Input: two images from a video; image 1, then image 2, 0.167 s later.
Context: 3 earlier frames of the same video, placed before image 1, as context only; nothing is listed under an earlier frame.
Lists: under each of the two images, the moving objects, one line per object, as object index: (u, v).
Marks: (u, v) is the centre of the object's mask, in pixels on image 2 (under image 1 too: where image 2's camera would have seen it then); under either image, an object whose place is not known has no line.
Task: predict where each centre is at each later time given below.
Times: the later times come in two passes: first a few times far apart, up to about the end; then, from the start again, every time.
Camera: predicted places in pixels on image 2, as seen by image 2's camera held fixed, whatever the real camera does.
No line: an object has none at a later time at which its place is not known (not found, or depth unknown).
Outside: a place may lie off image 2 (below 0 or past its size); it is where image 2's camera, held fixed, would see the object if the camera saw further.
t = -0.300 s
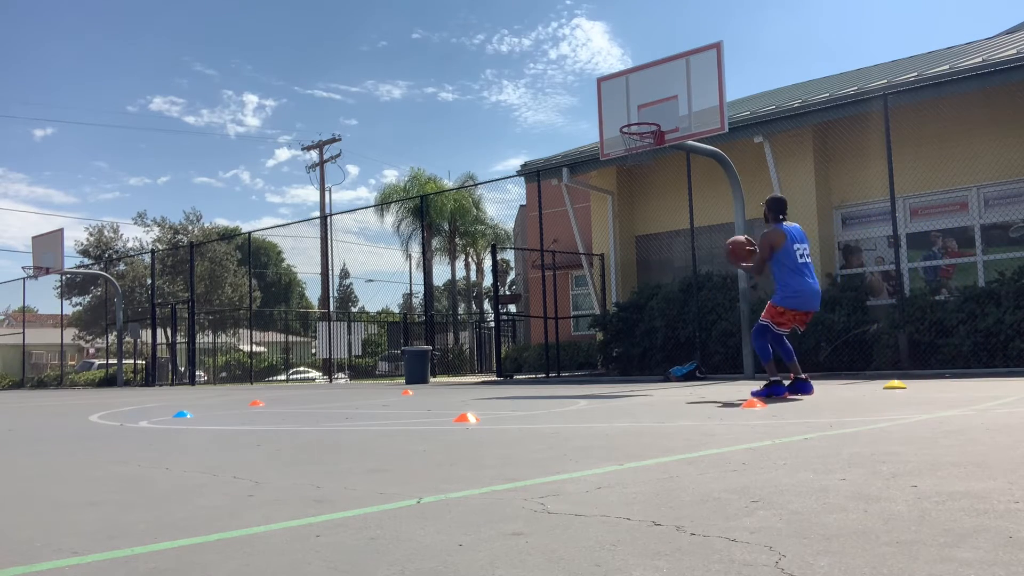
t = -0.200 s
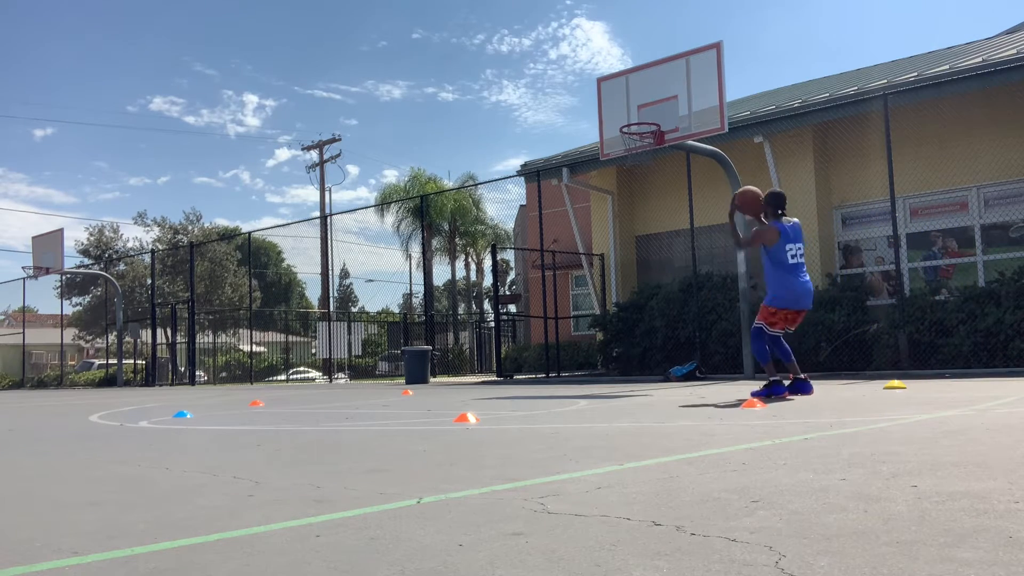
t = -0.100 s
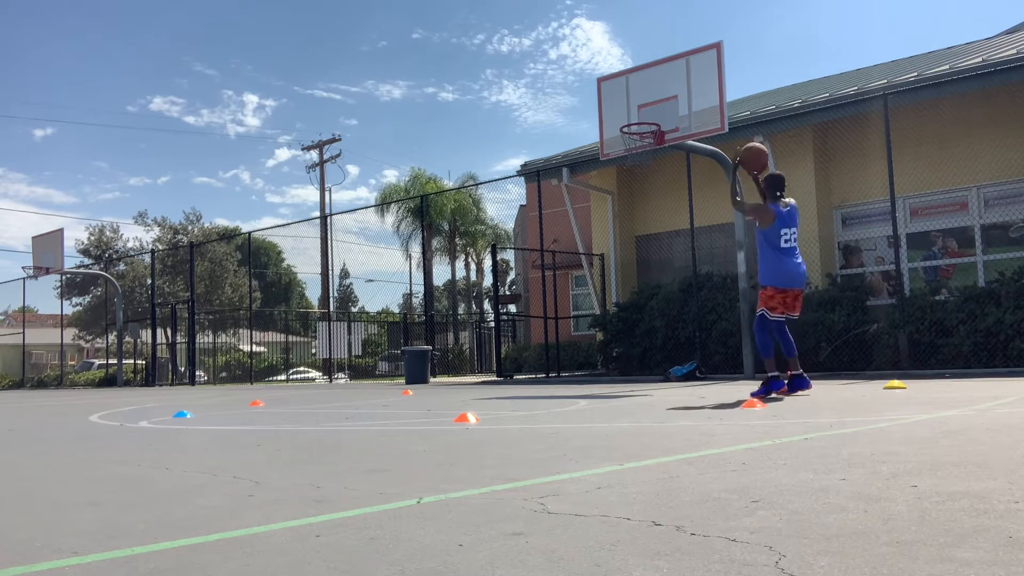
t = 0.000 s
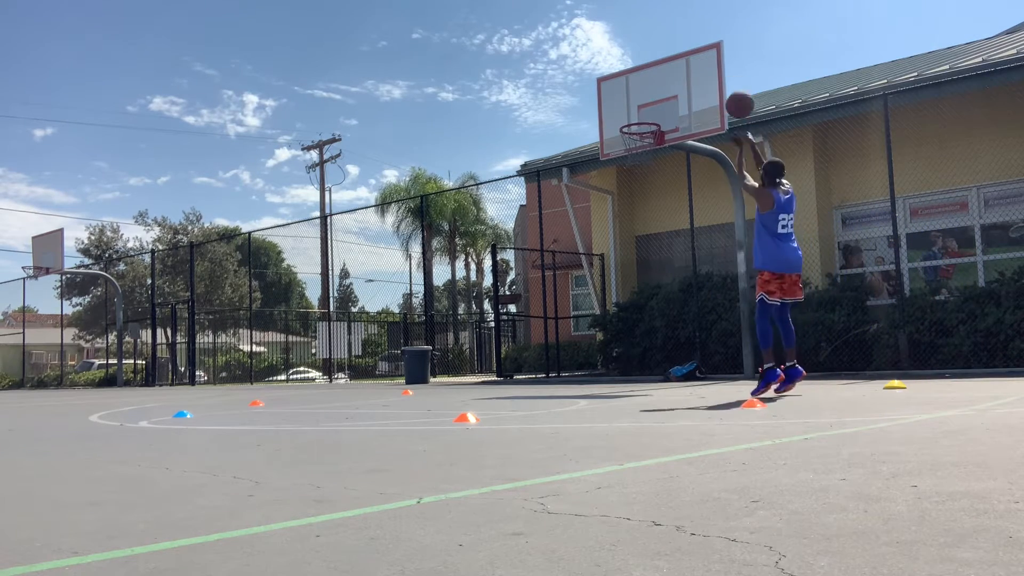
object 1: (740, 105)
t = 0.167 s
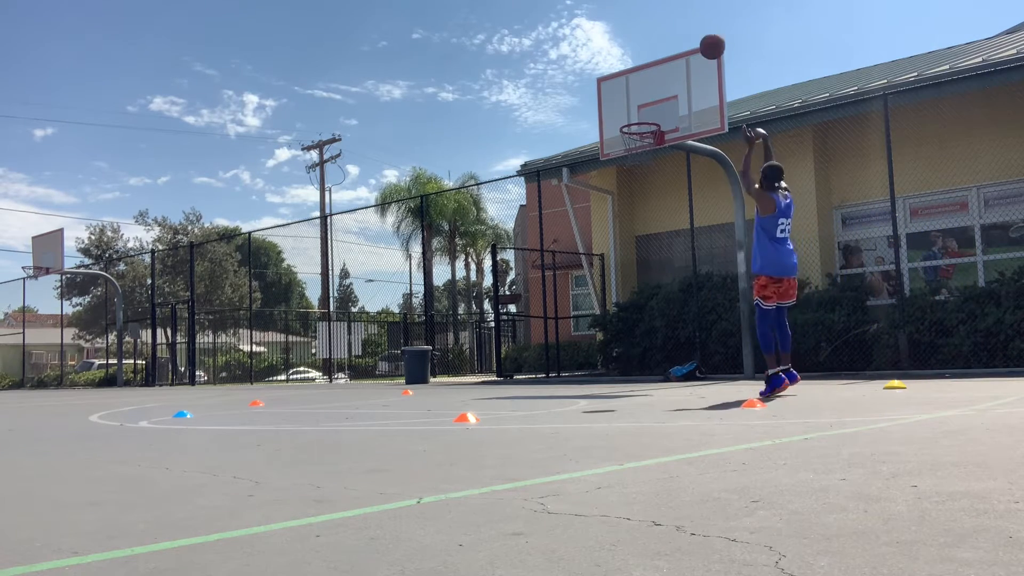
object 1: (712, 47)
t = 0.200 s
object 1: (707, 39)
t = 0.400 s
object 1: (682, 22)
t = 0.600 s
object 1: (662, 43)
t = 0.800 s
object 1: (647, 94)
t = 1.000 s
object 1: (636, 156)
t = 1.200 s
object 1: (636, 183)
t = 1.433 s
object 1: (638, 252)
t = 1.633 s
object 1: (641, 340)
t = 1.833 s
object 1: (643, 324)
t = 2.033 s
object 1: (645, 261)
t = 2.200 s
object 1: (648, 231)
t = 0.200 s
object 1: (707, 39)
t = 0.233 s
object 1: (703, 33)
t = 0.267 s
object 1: (698, 29)
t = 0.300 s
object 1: (694, 25)
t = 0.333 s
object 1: (690, 23)
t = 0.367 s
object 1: (686, 22)
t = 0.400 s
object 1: (682, 22)
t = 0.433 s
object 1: (678, 23)
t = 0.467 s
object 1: (675, 25)
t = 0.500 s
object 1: (671, 28)
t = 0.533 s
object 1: (668, 32)
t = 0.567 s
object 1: (665, 37)
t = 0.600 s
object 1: (662, 43)
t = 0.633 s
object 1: (659, 49)
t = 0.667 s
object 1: (656, 57)
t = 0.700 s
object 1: (654, 65)
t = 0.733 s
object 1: (651, 74)
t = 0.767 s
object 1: (649, 83)
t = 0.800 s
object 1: (647, 94)
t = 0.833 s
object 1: (644, 105)
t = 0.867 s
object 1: (642, 116)
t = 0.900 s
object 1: (640, 129)
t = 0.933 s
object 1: (637, 142)
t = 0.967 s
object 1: (636, 154)
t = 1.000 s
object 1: (636, 156)
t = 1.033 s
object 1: (635, 158)
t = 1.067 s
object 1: (637, 161)
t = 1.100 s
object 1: (636, 165)
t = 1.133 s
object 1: (637, 172)
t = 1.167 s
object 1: (637, 177)
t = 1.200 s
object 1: (636, 183)
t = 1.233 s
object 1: (636, 190)
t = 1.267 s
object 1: (636, 199)
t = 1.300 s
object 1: (637, 208)
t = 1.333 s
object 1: (637, 217)
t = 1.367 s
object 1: (637, 228)
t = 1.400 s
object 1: (637, 239)
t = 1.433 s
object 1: (638, 252)
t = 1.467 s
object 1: (639, 264)
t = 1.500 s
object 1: (639, 277)
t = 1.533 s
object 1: (639, 292)
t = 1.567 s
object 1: (640, 307)
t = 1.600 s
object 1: (641, 323)
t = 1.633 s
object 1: (641, 340)
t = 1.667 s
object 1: (642, 358)
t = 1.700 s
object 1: (642, 375)
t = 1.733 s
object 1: (642, 367)
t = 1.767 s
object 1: (642, 352)
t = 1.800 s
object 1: (643, 337)
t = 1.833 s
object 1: (643, 324)
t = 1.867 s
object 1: (643, 312)
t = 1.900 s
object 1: (643, 300)
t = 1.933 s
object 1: (643, 288)
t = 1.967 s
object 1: (644, 276)
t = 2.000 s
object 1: (645, 266)
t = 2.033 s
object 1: (645, 261)
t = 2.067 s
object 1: (645, 253)
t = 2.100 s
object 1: (646, 247)
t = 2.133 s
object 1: (647, 241)
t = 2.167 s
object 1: (648, 235)
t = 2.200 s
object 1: (648, 231)
